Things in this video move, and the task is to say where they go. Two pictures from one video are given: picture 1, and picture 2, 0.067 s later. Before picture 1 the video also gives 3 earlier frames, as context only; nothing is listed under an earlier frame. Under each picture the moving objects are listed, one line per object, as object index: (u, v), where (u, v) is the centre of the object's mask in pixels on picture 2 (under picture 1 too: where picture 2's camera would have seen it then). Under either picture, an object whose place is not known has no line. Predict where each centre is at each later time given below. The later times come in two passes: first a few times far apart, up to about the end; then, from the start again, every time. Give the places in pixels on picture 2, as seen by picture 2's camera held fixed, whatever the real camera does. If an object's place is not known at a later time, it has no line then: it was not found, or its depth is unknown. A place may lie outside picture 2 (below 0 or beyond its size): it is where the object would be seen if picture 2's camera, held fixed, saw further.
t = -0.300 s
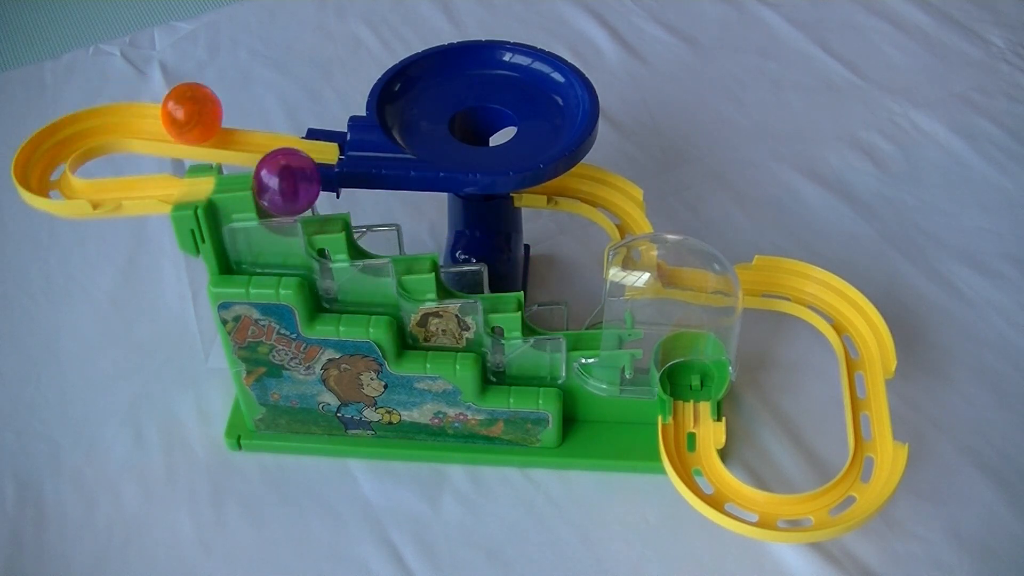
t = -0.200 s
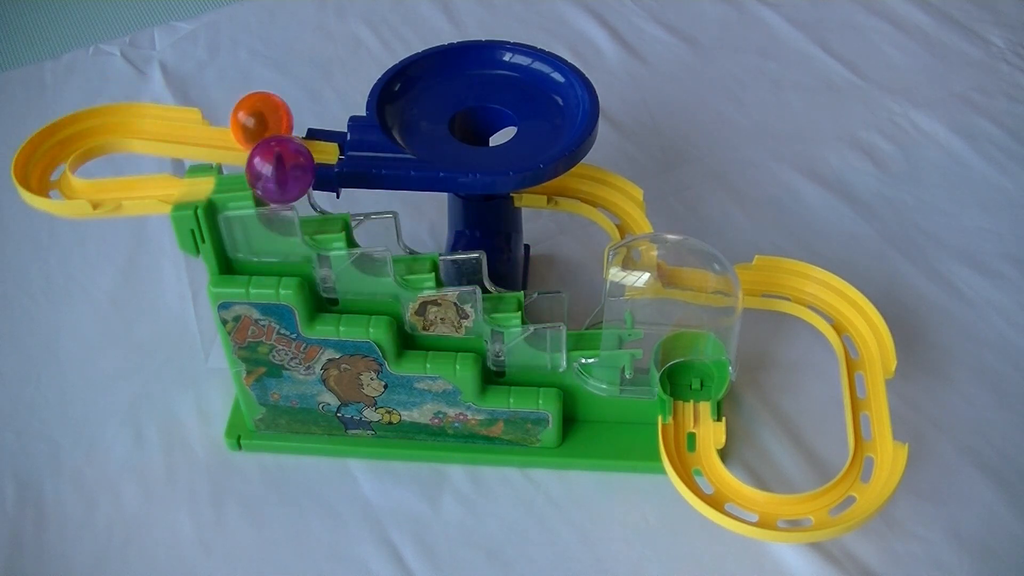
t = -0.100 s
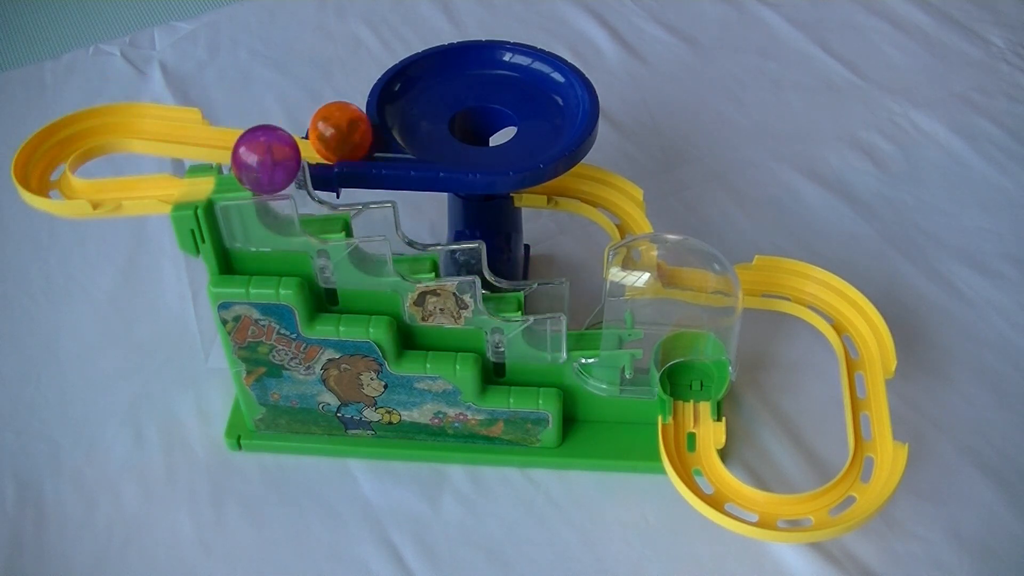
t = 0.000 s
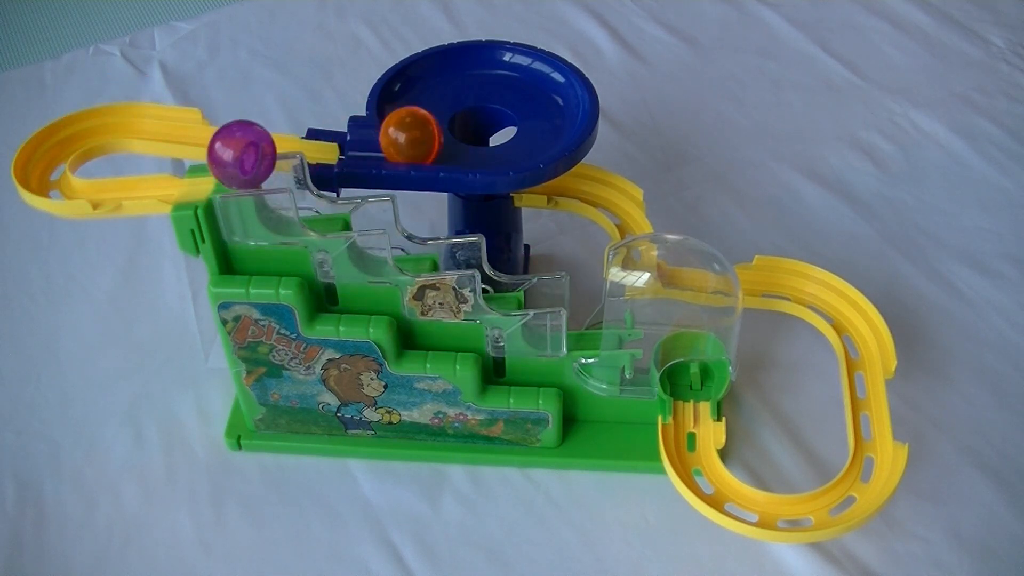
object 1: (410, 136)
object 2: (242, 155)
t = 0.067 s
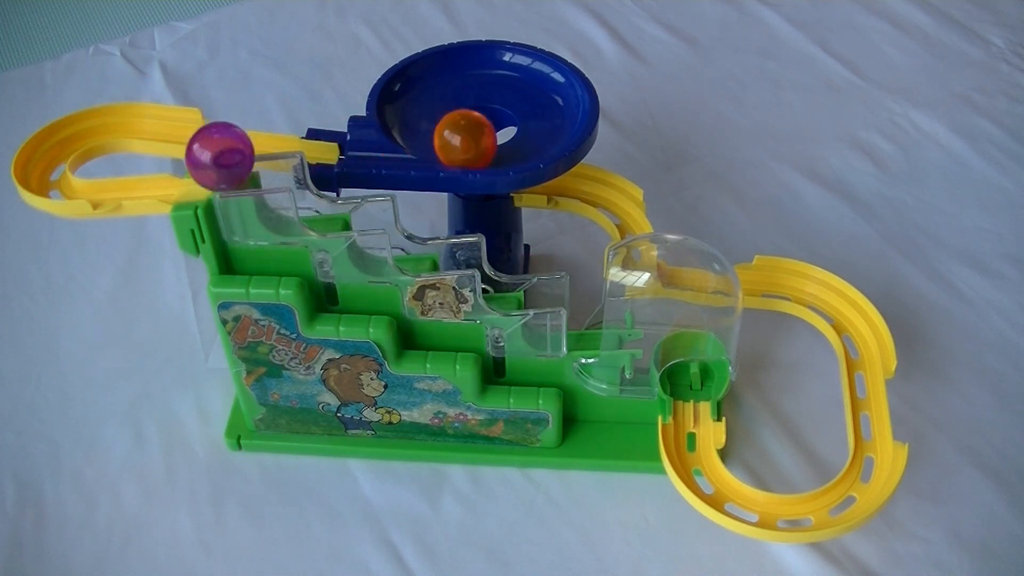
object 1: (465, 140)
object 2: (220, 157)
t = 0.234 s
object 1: (558, 107)
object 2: (144, 164)
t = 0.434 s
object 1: (510, 58)
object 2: (49, 164)
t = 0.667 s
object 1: (421, 73)
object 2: (126, 106)
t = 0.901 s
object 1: (413, 120)
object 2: (277, 124)
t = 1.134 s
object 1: (496, 141)
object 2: (428, 137)
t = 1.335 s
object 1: (562, 94)
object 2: (531, 132)
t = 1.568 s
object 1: (499, 56)
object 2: (553, 81)
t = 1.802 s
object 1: (433, 67)
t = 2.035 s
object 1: (407, 99)
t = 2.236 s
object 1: (438, 127)
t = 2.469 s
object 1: (517, 135)
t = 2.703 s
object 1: (559, 95)
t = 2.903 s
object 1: (533, 67)
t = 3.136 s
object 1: (480, 63)
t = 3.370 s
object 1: (452, 100)
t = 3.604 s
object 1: (531, 114)
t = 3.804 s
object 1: (559, 95)
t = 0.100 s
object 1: (493, 140)
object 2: (207, 161)
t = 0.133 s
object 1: (518, 137)
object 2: (190, 165)
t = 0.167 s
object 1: (538, 129)
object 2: (172, 167)
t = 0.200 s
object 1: (551, 118)
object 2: (158, 163)
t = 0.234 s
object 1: (558, 107)
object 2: (144, 164)
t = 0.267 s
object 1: (559, 95)
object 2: (129, 165)
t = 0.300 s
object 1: (556, 85)
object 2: (113, 166)
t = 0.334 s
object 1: (548, 76)
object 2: (97, 167)
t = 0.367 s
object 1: (537, 68)
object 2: (80, 168)
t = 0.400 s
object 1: (524, 61)
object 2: (63, 168)
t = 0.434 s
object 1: (510, 58)
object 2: (49, 164)
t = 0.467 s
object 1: (495, 55)
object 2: (41, 156)
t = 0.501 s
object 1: (481, 55)
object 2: (40, 146)
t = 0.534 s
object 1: (467, 55)
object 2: (47, 134)
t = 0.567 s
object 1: (454, 58)
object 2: (61, 123)
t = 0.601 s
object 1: (441, 63)
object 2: (81, 114)
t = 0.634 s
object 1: (430, 68)
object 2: (103, 108)
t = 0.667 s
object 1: (421, 73)
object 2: (126, 106)
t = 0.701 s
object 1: (414, 79)
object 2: (149, 108)
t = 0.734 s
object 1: (409, 85)
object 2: (170, 110)
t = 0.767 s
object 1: (406, 92)
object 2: (190, 113)
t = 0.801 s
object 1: (406, 98)
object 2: (211, 116)
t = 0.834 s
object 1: (407, 105)
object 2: (232, 118)
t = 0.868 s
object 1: (409, 112)
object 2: (253, 122)
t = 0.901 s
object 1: (413, 120)
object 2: (277, 124)
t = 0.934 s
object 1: (420, 126)
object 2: (301, 128)
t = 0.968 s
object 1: (429, 132)
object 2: (327, 131)
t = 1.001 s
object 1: (440, 136)
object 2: (353, 134)
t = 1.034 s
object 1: (452, 139)
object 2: (372, 135)
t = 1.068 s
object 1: (464, 141)
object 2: (390, 135)
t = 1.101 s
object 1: (477, 141)
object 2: (412, 136)
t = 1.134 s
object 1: (496, 141)
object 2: (428, 137)
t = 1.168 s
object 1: (514, 138)
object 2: (446, 138)
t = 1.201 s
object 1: (529, 133)
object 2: (465, 139)
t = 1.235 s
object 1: (543, 125)
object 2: (483, 139)
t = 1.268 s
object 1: (552, 116)
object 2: (499, 138)
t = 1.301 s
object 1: (560, 106)
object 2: (515, 136)
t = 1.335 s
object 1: (562, 94)
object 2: (531, 132)
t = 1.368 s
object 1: (557, 83)
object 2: (541, 125)
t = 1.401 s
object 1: (551, 73)
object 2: (550, 119)
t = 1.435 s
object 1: (543, 67)
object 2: (557, 111)
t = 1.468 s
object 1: (532, 63)
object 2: (560, 103)
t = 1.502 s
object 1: (522, 60)
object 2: (561, 95)
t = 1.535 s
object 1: (511, 58)
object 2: (557, 88)
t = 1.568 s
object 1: (499, 56)
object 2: (553, 81)
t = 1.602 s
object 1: (487, 55)
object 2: (548, 75)
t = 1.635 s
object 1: (476, 55)
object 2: (541, 69)
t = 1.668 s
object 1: (466, 55)
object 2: (534, 64)
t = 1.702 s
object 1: (457, 57)
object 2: (526, 60)
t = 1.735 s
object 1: (448, 60)
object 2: (516, 58)
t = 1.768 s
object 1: (440, 64)
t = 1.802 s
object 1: (433, 67)
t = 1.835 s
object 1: (427, 72)
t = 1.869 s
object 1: (420, 76)
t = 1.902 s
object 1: (415, 81)
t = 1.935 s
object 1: (411, 85)
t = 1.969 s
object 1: (408, 90)
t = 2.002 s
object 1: (407, 94)
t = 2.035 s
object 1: (407, 99)
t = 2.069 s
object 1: (409, 103)
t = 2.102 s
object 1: (412, 107)
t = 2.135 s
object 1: (416, 111)
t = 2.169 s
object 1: (423, 116)
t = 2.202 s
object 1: (429, 121)
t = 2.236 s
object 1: (438, 127)
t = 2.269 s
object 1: (449, 131)
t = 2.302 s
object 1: (460, 135)
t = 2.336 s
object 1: (472, 139)
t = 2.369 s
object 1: (484, 141)
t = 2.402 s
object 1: (496, 141)
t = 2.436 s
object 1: (507, 139)
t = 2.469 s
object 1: (517, 135)
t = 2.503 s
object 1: (527, 132)
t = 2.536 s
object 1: (536, 127)
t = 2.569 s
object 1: (544, 121)
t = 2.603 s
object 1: (552, 115)
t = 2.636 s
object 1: (557, 108)
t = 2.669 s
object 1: (559, 101)
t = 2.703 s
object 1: (559, 95)
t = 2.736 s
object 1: (557, 89)
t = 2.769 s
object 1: (554, 83)
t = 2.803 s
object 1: (550, 78)
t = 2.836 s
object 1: (546, 74)
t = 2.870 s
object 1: (539, 70)
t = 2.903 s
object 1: (533, 67)
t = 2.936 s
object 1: (526, 64)
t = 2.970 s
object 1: (518, 62)
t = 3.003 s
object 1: (511, 61)
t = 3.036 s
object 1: (503, 60)
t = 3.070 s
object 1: (495, 60)
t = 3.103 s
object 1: (487, 61)
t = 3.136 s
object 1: (480, 63)
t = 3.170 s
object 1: (473, 66)
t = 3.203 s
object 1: (466, 69)
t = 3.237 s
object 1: (460, 74)
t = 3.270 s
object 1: (456, 80)
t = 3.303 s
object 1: (453, 86)
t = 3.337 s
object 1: (452, 93)
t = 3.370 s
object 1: (452, 100)
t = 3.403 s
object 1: (457, 108)
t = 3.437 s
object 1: (467, 114)
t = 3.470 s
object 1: (480, 117)
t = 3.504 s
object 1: (494, 118)
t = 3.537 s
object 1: (507, 117)
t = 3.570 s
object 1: (520, 116)
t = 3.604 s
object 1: (531, 114)
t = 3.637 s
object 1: (540, 111)
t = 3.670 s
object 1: (549, 108)
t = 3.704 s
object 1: (556, 105)
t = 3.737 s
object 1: (559, 102)
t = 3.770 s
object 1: (560, 99)
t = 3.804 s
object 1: (559, 95)
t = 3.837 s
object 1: (557, 91)
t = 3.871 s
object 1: (554, 88)
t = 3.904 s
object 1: (551, 84)
